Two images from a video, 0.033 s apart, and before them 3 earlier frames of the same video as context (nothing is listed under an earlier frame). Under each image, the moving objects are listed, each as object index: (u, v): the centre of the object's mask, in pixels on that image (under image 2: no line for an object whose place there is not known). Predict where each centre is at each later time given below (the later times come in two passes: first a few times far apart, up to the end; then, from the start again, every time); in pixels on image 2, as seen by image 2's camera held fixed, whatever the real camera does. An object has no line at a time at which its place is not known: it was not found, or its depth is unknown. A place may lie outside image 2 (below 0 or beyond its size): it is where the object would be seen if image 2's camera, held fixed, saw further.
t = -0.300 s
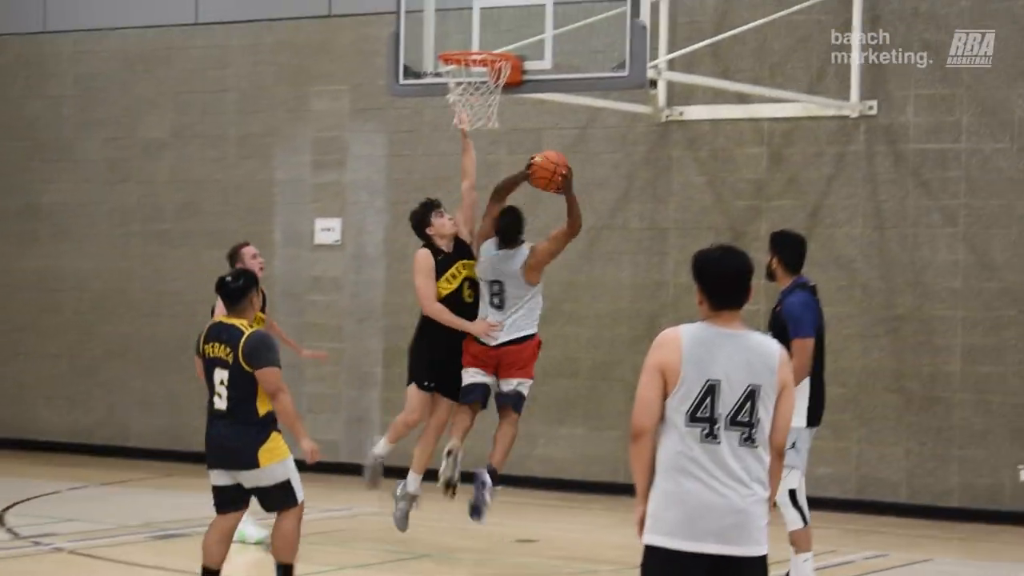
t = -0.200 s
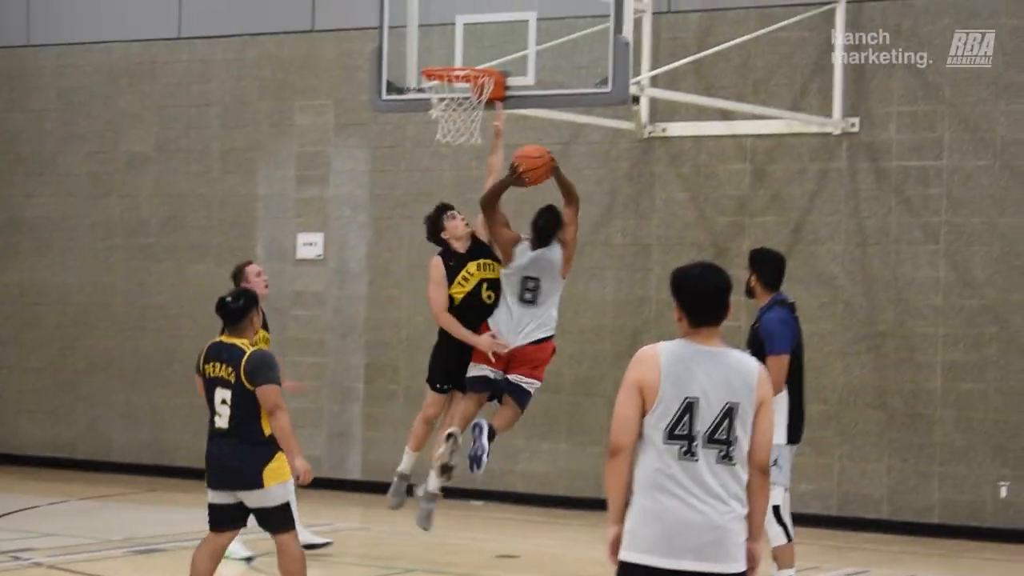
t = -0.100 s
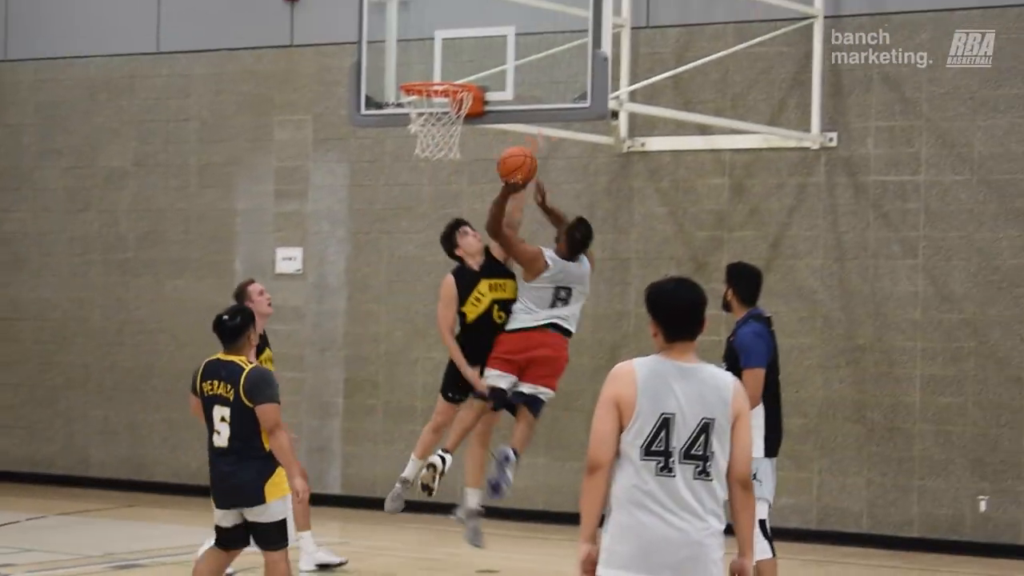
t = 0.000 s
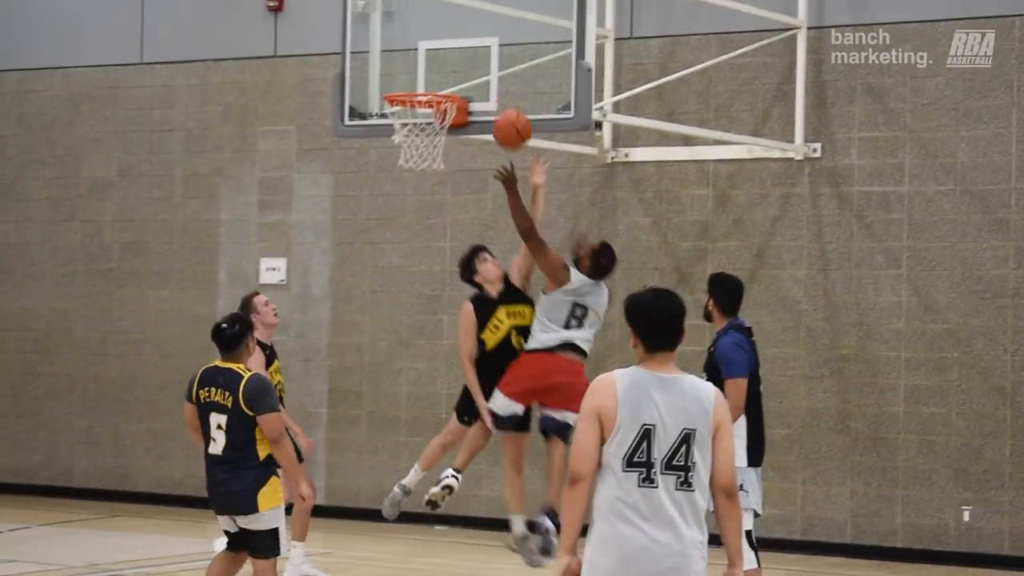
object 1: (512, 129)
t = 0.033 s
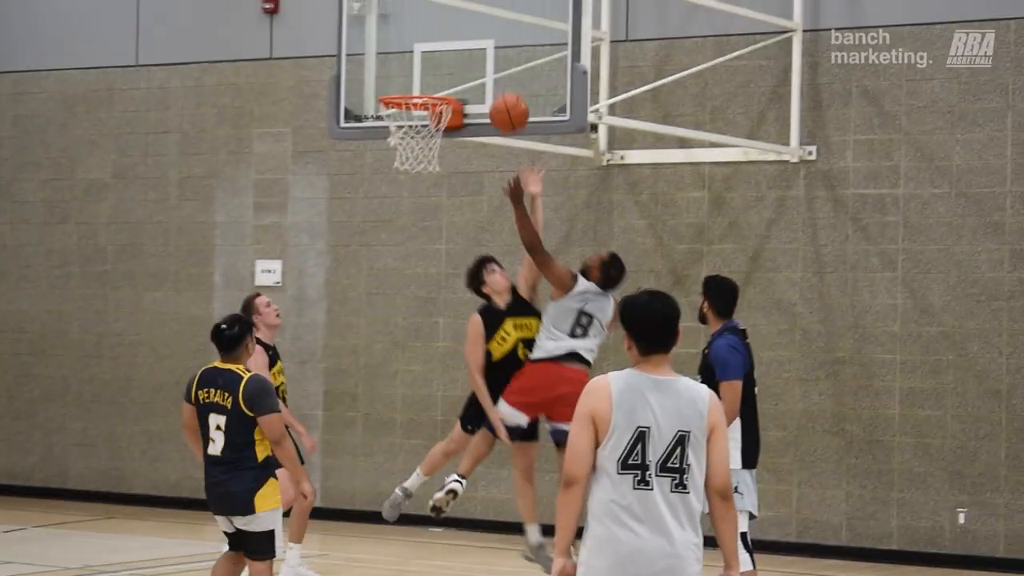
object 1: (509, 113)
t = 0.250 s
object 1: (521, 39)
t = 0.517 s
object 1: (533, 54)
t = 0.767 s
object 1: (538, 168)
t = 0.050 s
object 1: (510, 104)
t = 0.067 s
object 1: (511, 96)
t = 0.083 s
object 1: (512, 90)
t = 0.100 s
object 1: (513, 82)
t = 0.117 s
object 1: (514, 75)
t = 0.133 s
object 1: (515, 69)
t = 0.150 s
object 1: (516, 63)
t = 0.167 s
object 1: (517, 58)
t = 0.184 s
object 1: (518, 54)
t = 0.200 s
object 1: (519, 49)
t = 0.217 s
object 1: (519, 45)
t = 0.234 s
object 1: (520, 42)
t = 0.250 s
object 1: (521, 39)
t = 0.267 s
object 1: (522, 36)
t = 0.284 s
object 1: (524, 35)
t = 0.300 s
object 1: (524, 33)
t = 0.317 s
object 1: (525, 32)
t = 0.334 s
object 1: (526, 31)
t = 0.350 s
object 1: (527, 31)
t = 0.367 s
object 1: (527, 31)
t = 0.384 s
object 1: (528, 32)
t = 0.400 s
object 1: (529, 33)
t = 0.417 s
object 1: (530, 35)
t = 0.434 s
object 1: (530, 36)
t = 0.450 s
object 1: (531, 39)
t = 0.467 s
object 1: (531, 42)
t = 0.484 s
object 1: (532, 45)
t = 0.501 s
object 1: (533, 49)
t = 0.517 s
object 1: (533, 54)
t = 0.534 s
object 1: (533, 58)
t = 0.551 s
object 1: (534, 63)
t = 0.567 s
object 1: (534, 68)
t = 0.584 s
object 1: (535, 75)
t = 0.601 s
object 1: (535, 81)
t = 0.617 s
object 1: (536, 88)
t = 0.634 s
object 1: (536, 95)
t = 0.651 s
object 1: (537, 102)
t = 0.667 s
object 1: (537, 110)
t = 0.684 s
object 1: (538, 119)
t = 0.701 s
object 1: (539, 127)
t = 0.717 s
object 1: (539, 138)
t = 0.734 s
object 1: (540, 147)
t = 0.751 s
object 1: (539, 157)
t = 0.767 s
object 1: (538, 168)
